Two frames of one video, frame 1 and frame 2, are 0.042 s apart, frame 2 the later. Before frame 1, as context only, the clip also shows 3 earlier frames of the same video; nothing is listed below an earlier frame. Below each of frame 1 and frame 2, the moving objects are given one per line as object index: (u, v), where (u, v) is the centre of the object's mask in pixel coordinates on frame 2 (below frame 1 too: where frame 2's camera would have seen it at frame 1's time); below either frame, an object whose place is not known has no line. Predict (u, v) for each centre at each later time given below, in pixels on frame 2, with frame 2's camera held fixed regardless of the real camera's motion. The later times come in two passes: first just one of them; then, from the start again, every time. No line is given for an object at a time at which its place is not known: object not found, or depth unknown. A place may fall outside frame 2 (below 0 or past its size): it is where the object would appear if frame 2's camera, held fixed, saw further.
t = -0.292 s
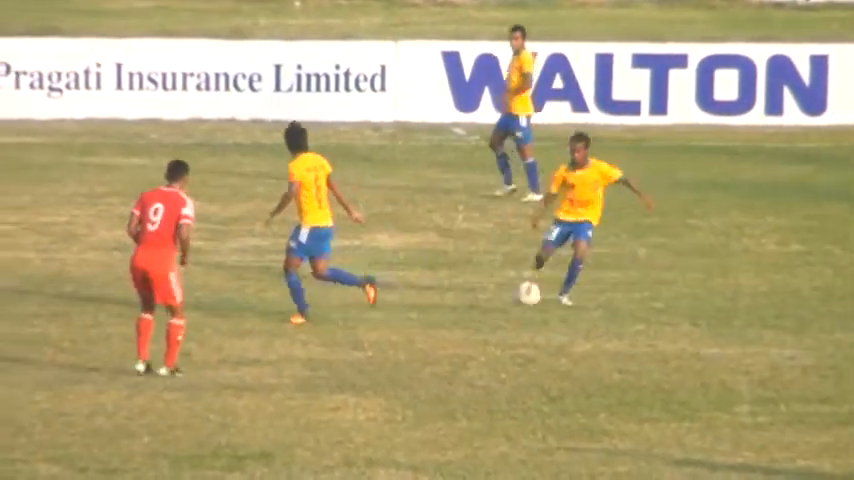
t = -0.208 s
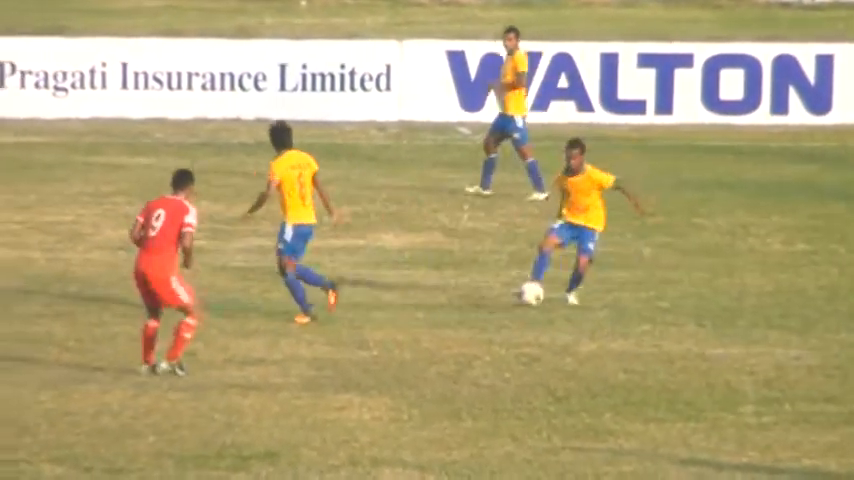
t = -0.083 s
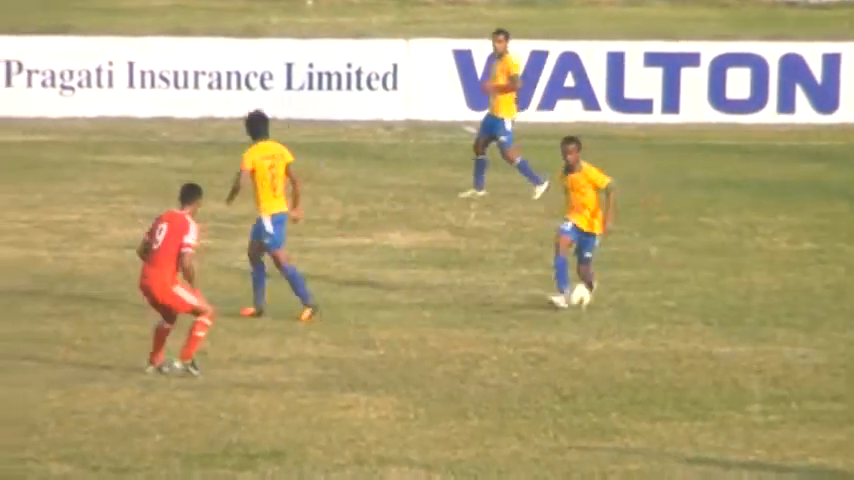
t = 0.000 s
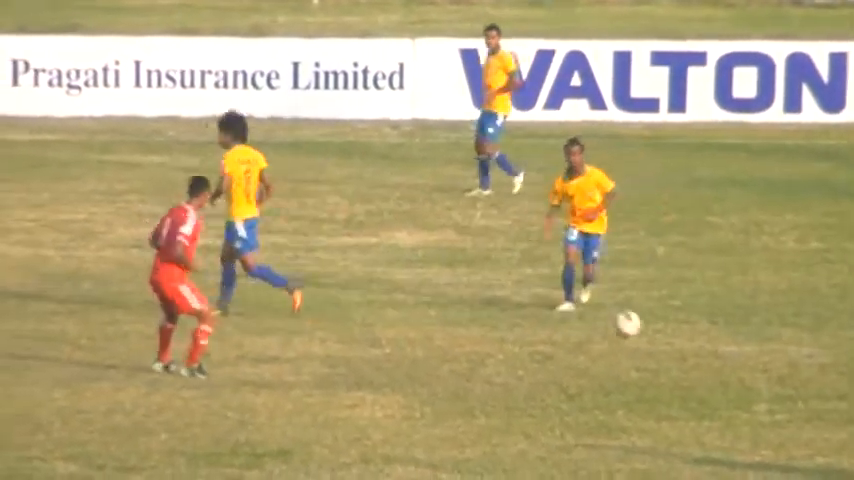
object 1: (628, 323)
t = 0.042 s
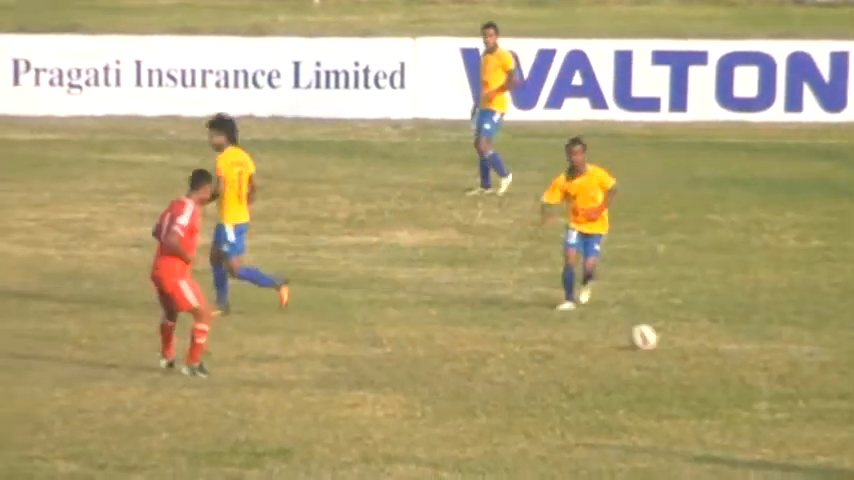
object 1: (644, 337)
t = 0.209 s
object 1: (698, 349)
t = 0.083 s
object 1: (659, 340)
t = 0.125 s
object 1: (672, 340)
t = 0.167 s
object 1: (685, 342)
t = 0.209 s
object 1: (698, 349)
